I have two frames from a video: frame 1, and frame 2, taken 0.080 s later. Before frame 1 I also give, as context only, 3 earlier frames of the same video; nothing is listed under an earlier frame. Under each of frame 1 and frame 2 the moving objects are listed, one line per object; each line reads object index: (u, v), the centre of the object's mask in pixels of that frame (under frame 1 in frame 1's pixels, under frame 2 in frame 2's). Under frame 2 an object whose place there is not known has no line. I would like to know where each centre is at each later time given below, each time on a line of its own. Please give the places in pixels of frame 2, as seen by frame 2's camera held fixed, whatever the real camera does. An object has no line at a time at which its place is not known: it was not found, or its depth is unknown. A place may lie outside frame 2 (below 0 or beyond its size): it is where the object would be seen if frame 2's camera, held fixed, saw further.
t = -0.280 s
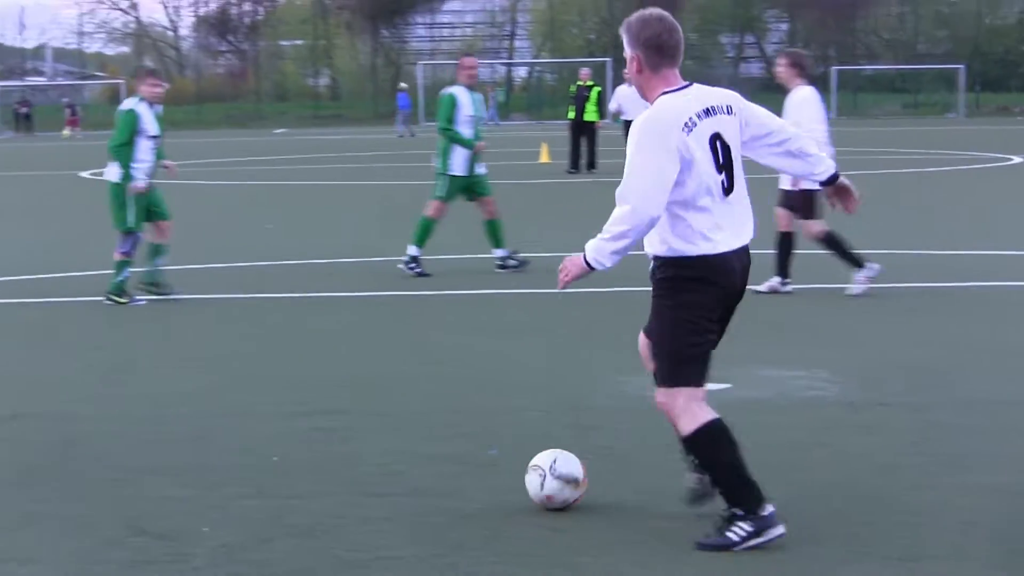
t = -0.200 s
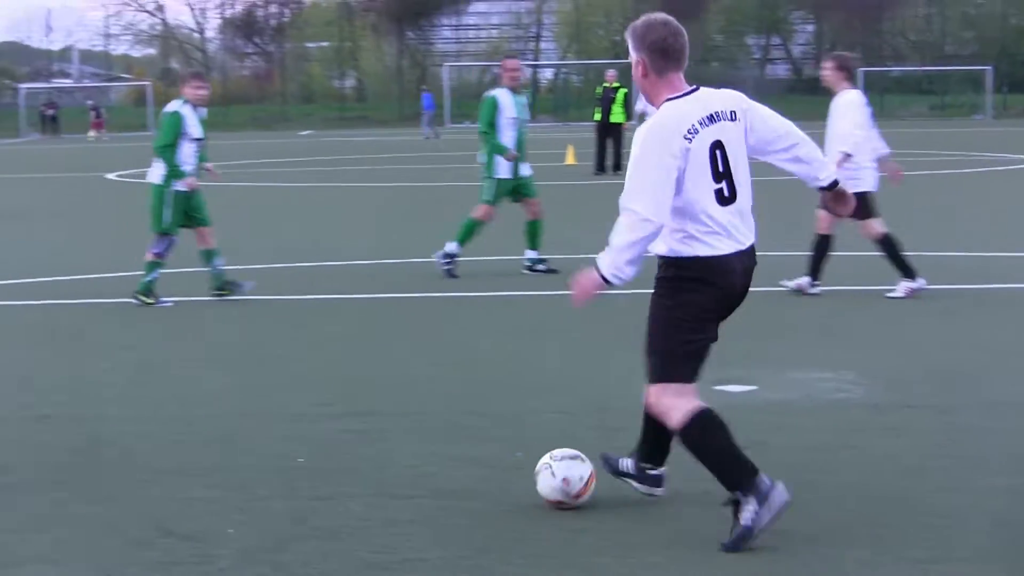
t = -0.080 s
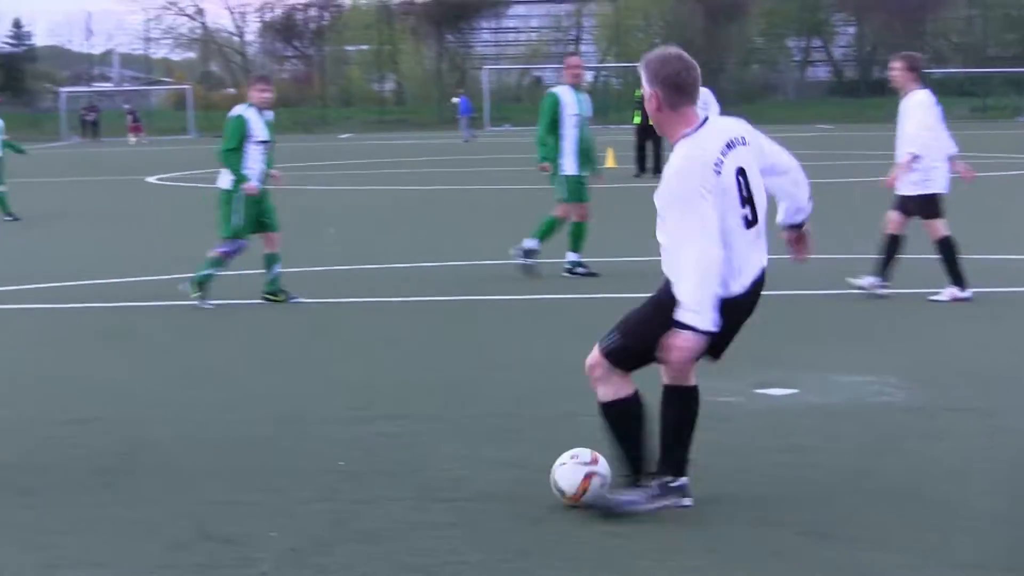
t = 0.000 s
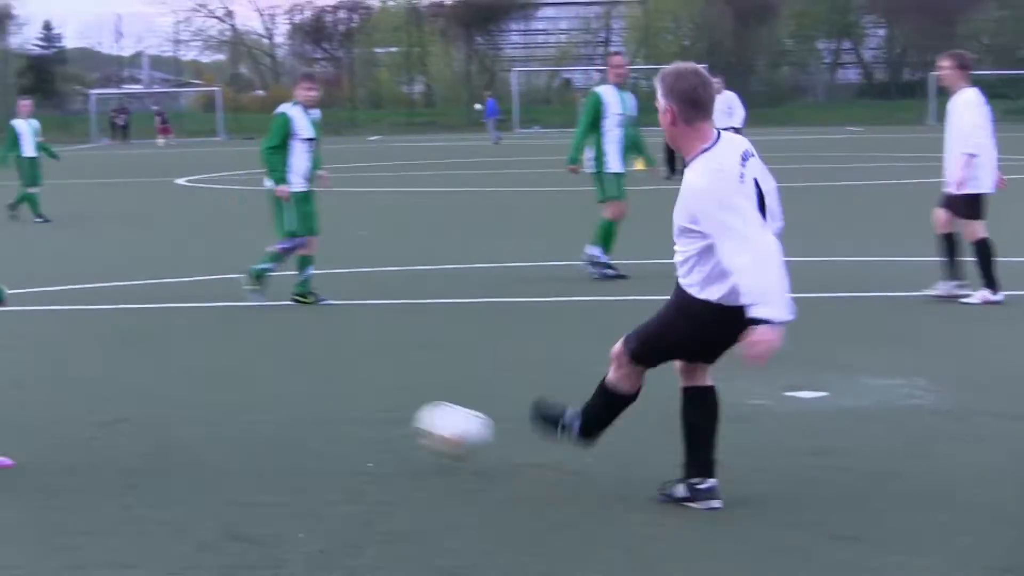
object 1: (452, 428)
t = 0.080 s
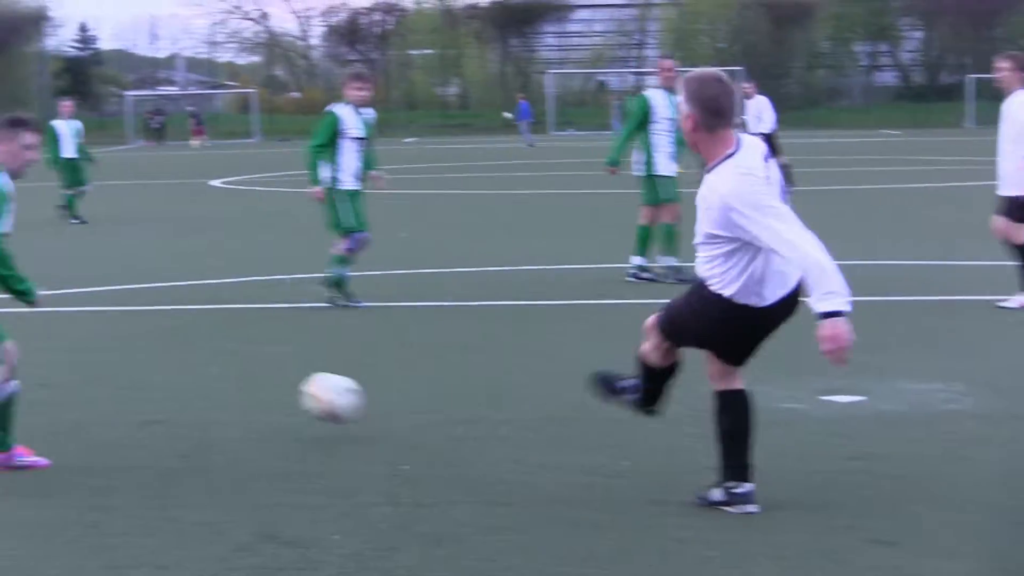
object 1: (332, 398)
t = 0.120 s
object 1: (266, 388)
